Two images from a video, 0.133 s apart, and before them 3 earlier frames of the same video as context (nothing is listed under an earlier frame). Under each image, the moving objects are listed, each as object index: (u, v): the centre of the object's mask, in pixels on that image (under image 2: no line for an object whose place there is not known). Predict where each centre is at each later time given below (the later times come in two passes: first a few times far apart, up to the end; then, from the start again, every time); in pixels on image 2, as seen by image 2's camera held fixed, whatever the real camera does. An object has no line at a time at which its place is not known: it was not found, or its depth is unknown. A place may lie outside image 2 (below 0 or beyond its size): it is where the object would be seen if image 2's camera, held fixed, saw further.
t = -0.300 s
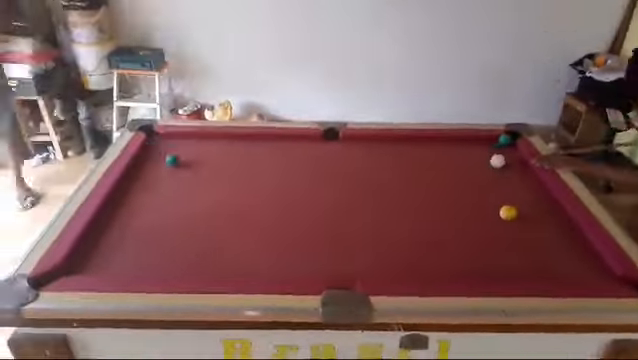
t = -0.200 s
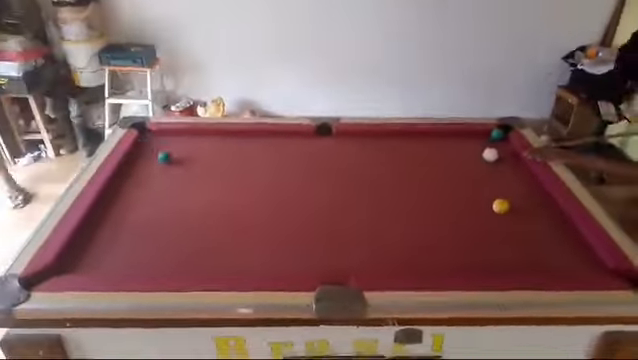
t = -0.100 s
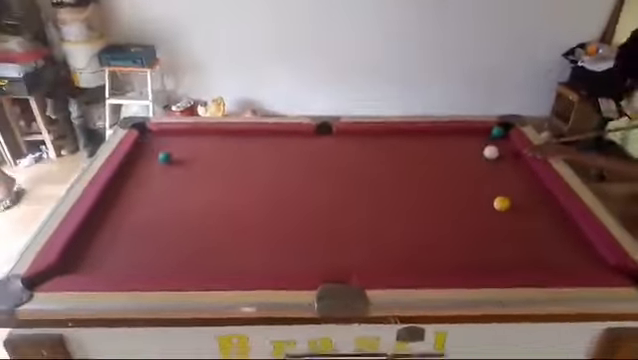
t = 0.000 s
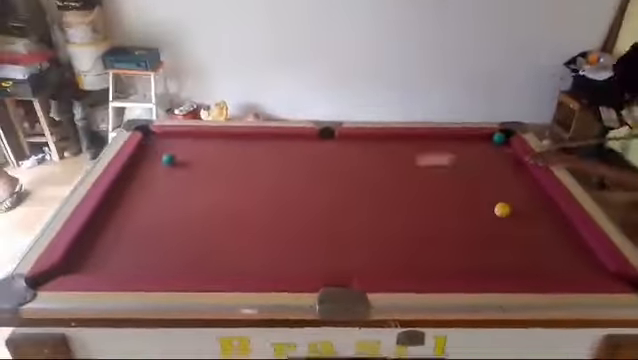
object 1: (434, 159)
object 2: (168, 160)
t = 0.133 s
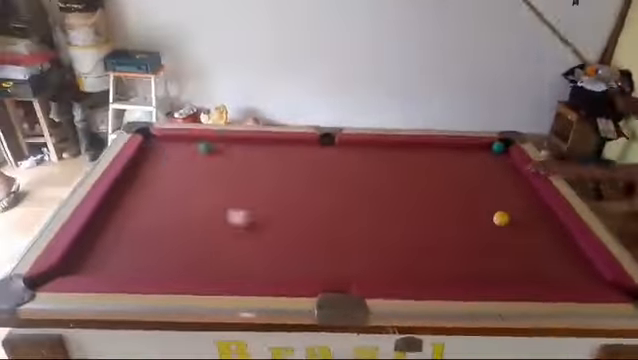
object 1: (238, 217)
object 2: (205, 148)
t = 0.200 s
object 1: (378, 264)
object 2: (263, 165)
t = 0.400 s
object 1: (452, 187)
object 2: (502, 239)
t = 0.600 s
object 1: (314, 158)
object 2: (482, 255)
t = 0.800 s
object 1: (202, 201)
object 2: (362, 220)
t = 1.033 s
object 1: (81, 256)
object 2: (279, 196)
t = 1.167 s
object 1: (110, 265)
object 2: (250, 185)
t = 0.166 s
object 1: (304, 240)
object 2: (232, 156)
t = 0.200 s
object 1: (378, 264)
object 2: (263, 165)
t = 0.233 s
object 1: (459, 267)
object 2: (302, 179)
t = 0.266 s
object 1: (512, 253)
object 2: (335, 188)
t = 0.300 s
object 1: (560, 239)
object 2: (372, 199)
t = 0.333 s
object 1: (532, 221)
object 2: (410, 210)
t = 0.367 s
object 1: (492, 205)
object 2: (450, 222)
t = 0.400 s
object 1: (452, 187)
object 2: (502, 239)
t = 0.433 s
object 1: (422, 175)
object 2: (547, 252)
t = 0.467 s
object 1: (395, 163)
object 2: (587, 266)
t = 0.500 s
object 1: (370, 152)
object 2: (568, 279)
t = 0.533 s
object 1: (350, 145)
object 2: (540, 274)
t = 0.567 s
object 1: (334, 152)
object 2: (513, 265)
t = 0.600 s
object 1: (314, 158)
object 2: (482, 255)
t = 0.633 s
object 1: (297, 165)
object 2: (459, 249)
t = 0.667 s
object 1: (279, 171)
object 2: (437, 242)
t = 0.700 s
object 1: (262, 178)
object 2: (417, 237)
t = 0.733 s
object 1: (244, 185)
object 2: (399, 230)
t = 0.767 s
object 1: (221, 194)
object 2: (378, 225)
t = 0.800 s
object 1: (202, 201)
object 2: (362, 220)
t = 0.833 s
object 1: (182, 209)
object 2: (348, 215)
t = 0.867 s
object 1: (162, 216)
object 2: (335, 212)
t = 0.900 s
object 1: (142, 224)
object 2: (323, 208)
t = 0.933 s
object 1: (117, 234)
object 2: (309, 204)
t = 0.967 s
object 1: (97, 242)
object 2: (297, 201)
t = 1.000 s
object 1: (78, 249)
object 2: (288, 198)
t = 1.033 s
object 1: (81, 256)
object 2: (279, 196)
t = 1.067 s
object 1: (87, 262)
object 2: (271, 194)
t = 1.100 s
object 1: (91, 268)
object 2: (263, 190)
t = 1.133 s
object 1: (101, 268)
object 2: (255, 188)
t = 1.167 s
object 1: (110, 265)
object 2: (250, 185)
